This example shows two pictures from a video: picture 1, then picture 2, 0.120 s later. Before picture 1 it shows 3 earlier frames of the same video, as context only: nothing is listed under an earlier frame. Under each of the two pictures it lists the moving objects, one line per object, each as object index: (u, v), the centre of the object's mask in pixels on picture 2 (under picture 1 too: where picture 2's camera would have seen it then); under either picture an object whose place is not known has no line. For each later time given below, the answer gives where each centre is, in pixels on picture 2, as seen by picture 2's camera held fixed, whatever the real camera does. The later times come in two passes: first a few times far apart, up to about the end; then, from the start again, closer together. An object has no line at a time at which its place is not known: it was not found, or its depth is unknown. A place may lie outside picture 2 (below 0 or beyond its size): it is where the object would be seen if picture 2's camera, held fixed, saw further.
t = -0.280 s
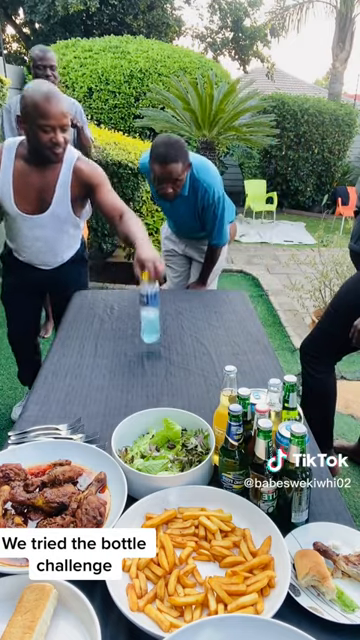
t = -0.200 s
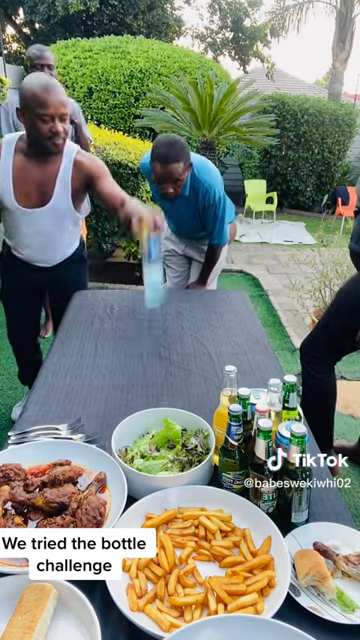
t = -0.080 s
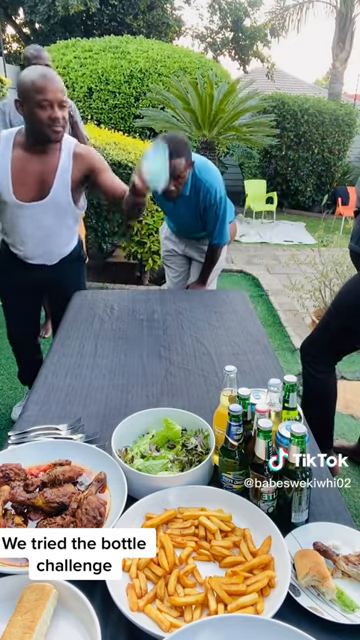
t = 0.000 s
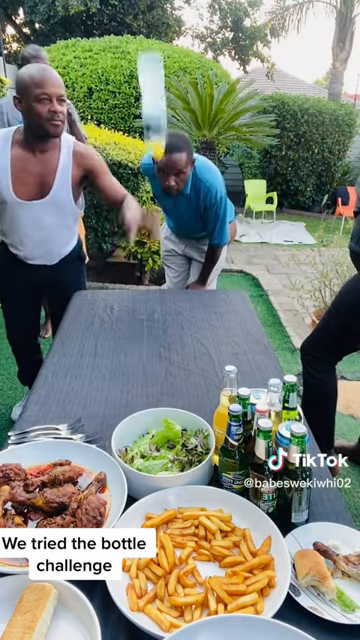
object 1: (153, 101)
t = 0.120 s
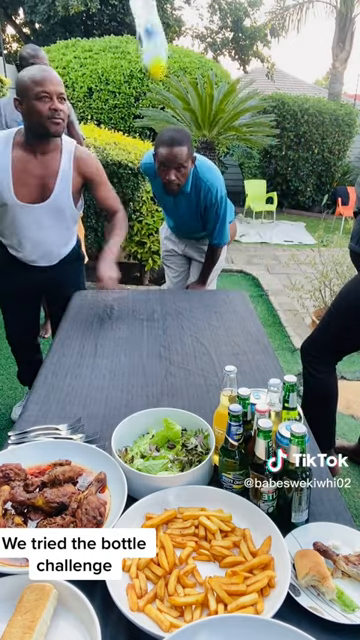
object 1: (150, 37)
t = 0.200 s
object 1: (148, 21)
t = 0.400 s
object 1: (143, 122)
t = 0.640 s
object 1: (137, 325)
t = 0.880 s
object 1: (116, 335)
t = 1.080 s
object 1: (114, 340)
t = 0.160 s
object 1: (150, 26)
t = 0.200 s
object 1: (148, 21)
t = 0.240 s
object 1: (146, 25)
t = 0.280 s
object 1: (146, 41)
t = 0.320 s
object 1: (145, 64)
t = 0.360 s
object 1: (145, 91)
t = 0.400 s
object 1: (143, 122)
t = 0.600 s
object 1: (140, 327)
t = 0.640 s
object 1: (137, 325)
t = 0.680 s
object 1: (134, 325)
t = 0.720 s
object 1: (132, 324)
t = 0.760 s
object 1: (129, 324)
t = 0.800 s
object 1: (125, 324)
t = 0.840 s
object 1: (120, 328)
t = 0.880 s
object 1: (116, 335)
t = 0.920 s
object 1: (116, 339)
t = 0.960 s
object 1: (115, 340)
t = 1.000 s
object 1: (115, 340)
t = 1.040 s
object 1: (114, 340)
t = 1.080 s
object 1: (114, 340)
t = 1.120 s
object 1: (114, 340)
